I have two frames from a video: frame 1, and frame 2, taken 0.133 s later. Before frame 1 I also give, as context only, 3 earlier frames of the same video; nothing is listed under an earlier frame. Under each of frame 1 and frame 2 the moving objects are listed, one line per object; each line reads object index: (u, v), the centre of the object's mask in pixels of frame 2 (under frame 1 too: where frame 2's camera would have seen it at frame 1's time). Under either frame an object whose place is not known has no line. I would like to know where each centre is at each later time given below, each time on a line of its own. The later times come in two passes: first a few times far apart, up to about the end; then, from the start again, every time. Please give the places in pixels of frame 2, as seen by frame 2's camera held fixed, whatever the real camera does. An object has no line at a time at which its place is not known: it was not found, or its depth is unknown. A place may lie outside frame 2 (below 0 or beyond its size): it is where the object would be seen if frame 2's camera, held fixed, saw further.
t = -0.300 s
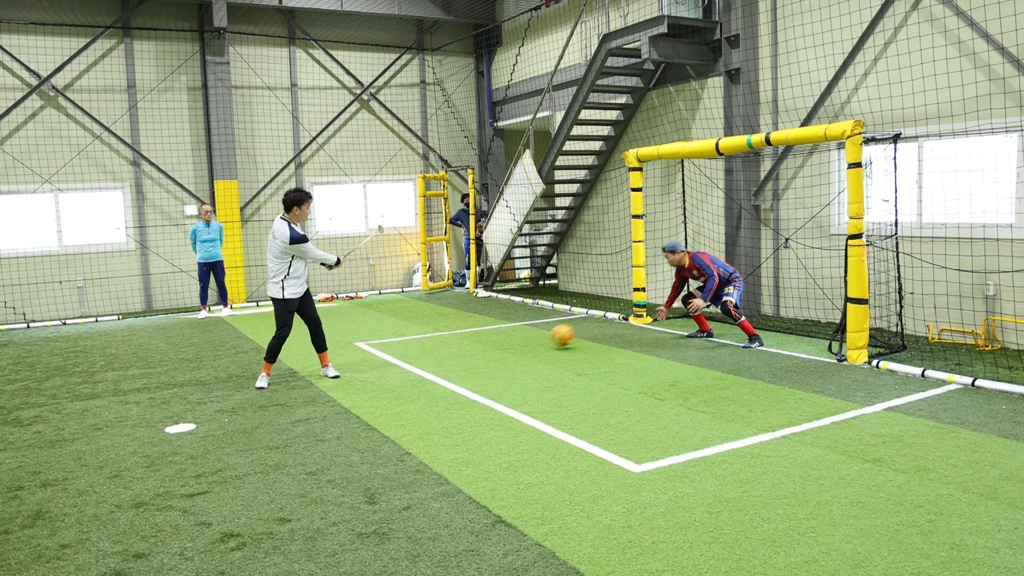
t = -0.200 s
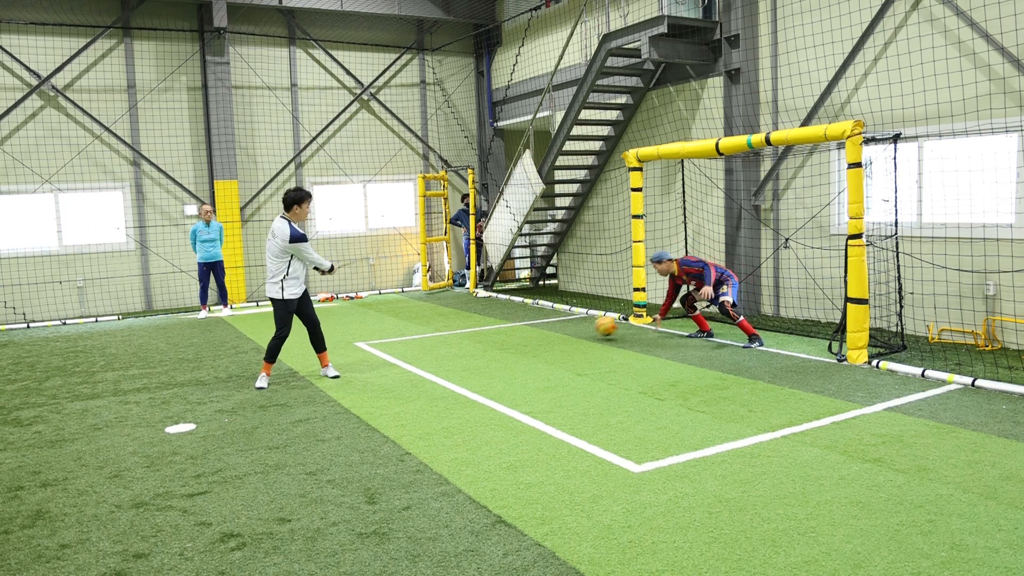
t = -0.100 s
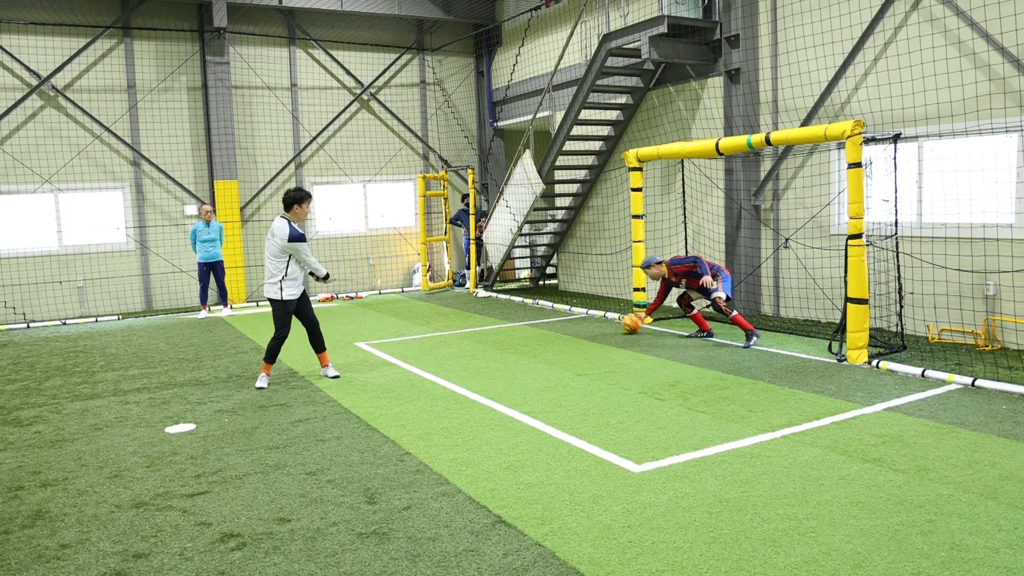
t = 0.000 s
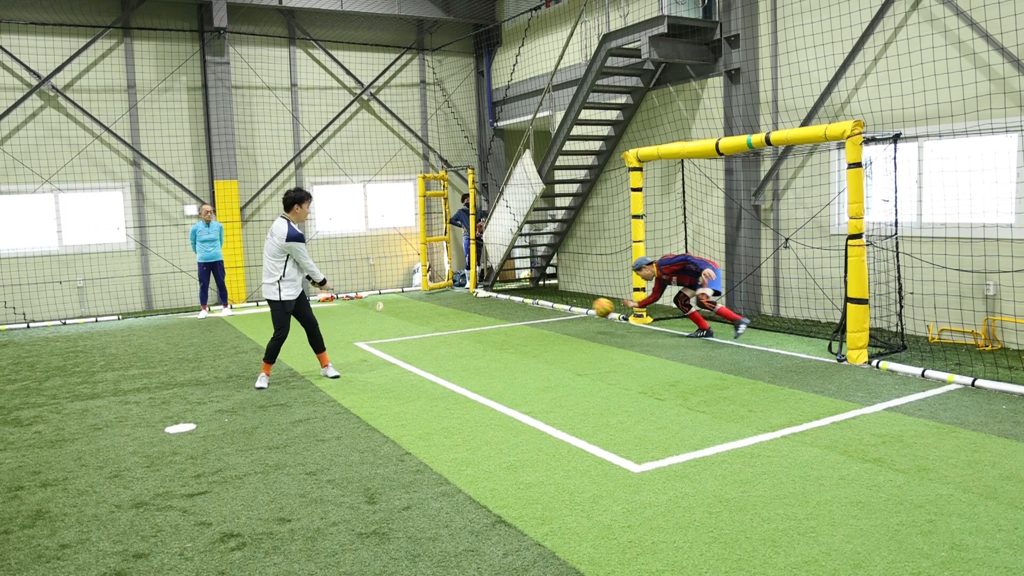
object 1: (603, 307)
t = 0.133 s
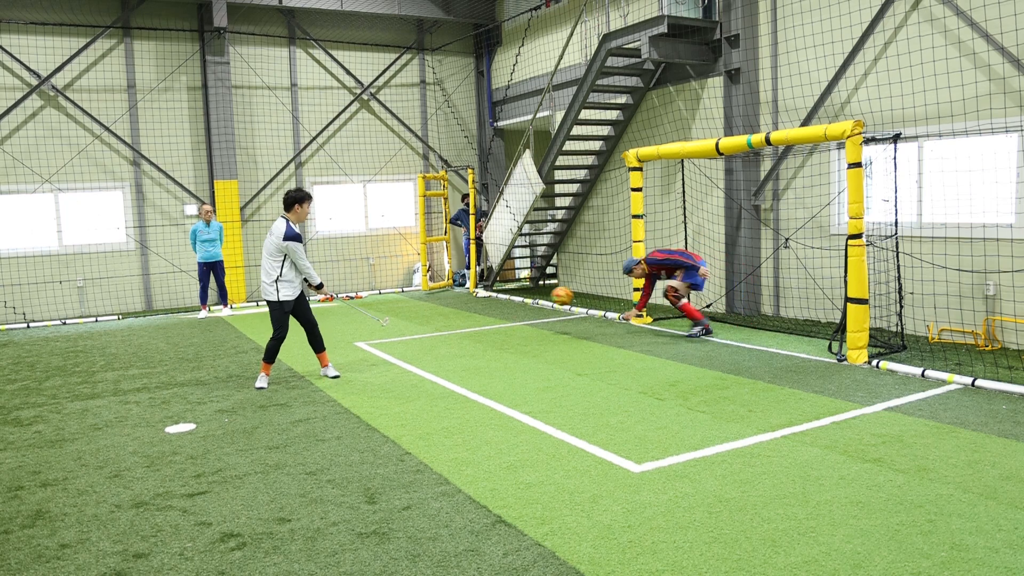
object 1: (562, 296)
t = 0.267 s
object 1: (521, 299)
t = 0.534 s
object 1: (453, 319)
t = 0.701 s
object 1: (422, 318)
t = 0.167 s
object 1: (552, 295)
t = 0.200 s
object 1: (542, 295)
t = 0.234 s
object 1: (532, 297)
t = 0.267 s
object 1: (521, 299)
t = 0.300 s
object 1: (511, 303)
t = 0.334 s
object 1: (502, 308)
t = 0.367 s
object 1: (492, 313)
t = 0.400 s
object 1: (483, 320)
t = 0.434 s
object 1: (473, 328)
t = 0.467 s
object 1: (466, 327)
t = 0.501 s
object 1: (459, 322)
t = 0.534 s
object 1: (453, 319)
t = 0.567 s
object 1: (447, 317)
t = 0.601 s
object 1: (441, 315)
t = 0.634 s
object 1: (435, 315)
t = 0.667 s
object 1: (428, 316)
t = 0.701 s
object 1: (422, 318)
